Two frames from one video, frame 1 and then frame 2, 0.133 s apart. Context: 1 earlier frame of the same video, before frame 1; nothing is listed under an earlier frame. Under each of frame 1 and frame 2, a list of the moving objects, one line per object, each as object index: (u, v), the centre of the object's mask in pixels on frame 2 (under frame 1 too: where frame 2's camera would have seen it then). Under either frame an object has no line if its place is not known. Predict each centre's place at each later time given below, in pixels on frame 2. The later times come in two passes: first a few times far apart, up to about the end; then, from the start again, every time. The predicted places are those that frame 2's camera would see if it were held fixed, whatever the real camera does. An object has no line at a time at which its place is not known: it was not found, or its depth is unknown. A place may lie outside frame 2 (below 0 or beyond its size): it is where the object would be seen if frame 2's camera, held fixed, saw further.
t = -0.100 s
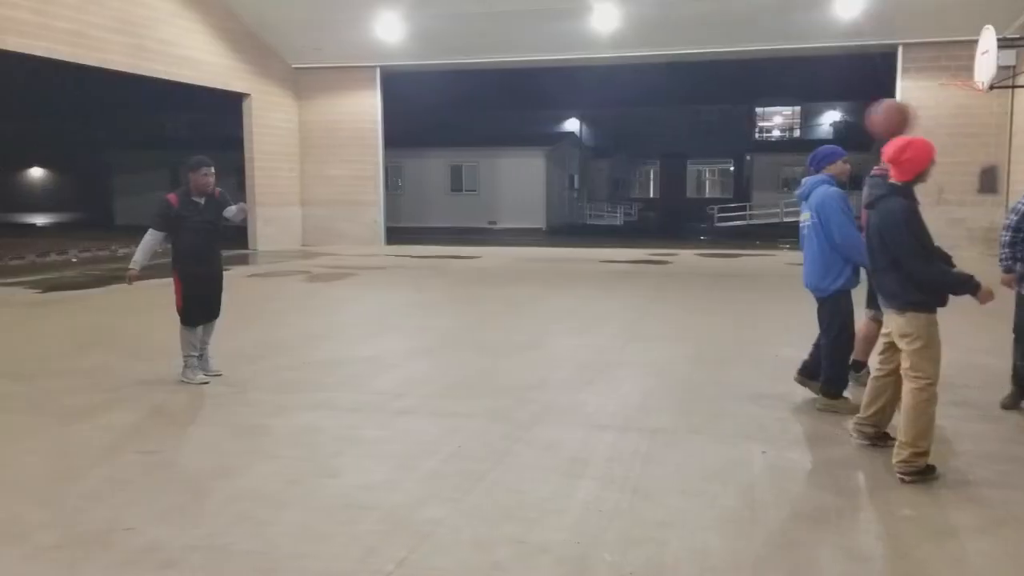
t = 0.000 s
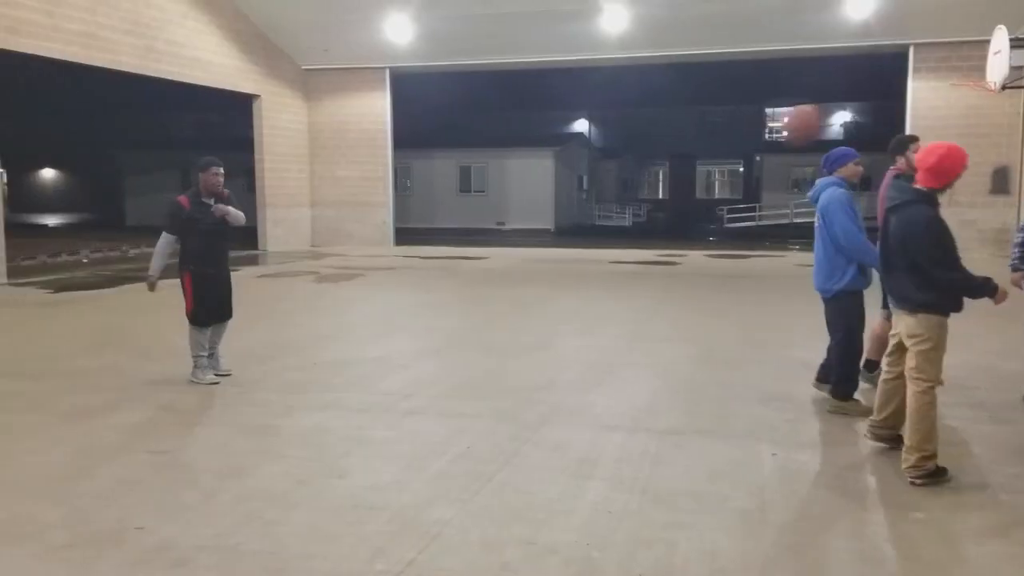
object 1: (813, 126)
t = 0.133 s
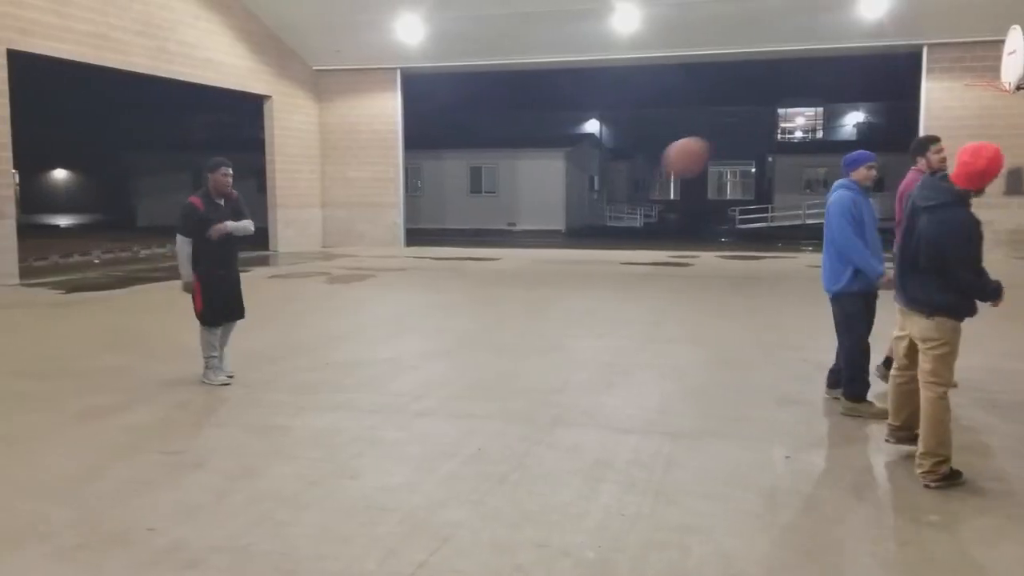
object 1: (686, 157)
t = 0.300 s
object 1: (547, 231)
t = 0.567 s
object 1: (358, 368)
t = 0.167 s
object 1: (655, 169)
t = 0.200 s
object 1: (628, 183)
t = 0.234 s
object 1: (600, 197)
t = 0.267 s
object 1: (574, 213)
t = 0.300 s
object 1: (547, 231)
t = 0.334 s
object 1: (519, 249)
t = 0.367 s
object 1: (493, 271)
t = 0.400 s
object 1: (468, 292)
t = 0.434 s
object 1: (443, 315)
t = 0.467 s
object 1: (419, 337)
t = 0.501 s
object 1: (394, 363)
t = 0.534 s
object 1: (371, 387)
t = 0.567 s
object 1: (358, 368)
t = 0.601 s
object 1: (346, 349)
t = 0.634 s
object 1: (336, 333)
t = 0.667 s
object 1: (323, 318)
